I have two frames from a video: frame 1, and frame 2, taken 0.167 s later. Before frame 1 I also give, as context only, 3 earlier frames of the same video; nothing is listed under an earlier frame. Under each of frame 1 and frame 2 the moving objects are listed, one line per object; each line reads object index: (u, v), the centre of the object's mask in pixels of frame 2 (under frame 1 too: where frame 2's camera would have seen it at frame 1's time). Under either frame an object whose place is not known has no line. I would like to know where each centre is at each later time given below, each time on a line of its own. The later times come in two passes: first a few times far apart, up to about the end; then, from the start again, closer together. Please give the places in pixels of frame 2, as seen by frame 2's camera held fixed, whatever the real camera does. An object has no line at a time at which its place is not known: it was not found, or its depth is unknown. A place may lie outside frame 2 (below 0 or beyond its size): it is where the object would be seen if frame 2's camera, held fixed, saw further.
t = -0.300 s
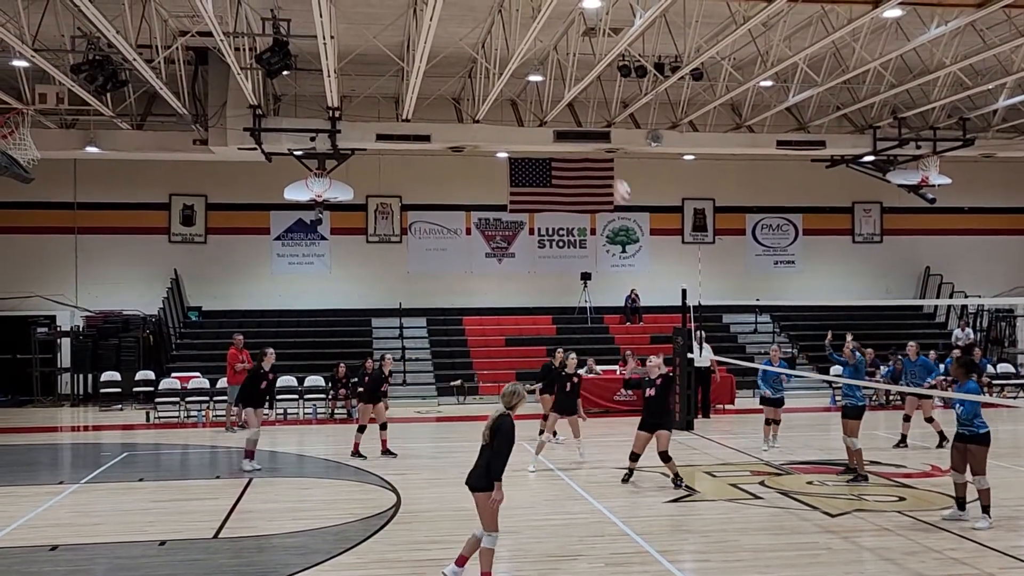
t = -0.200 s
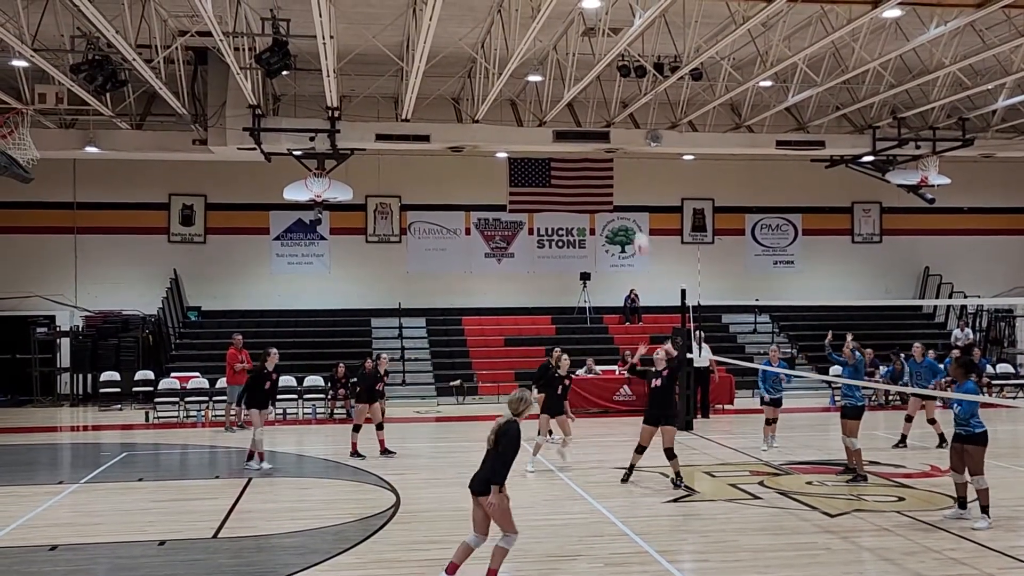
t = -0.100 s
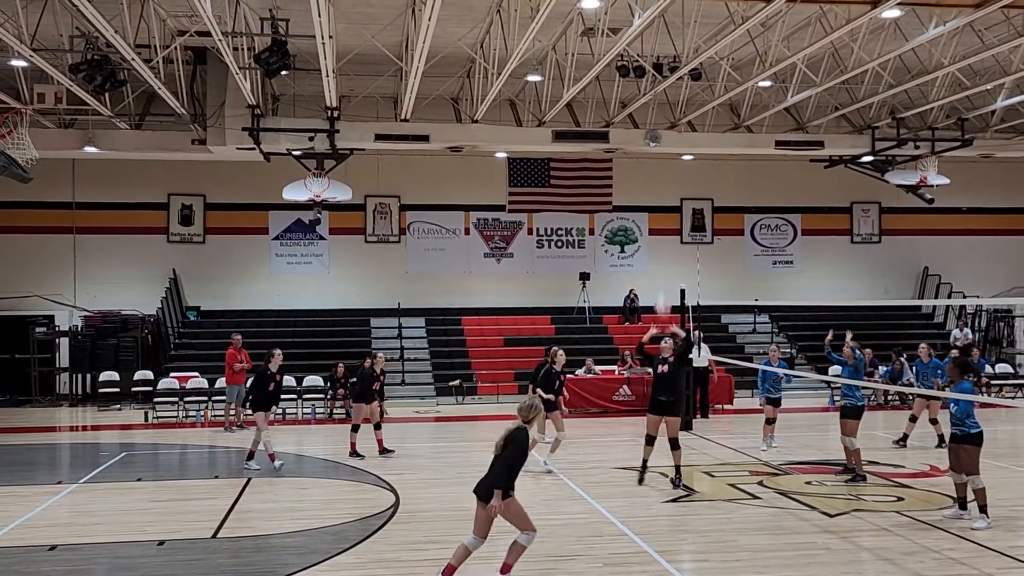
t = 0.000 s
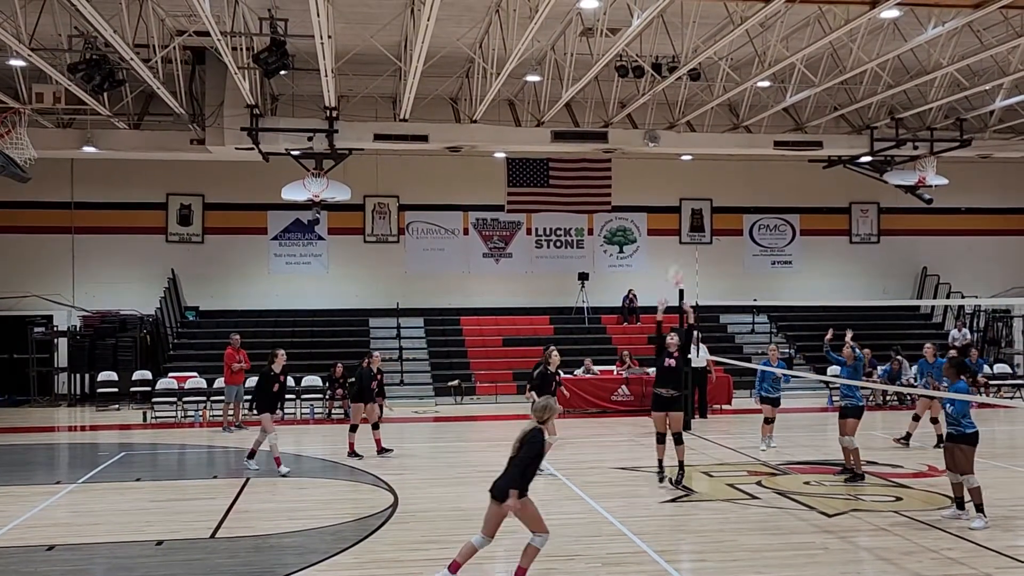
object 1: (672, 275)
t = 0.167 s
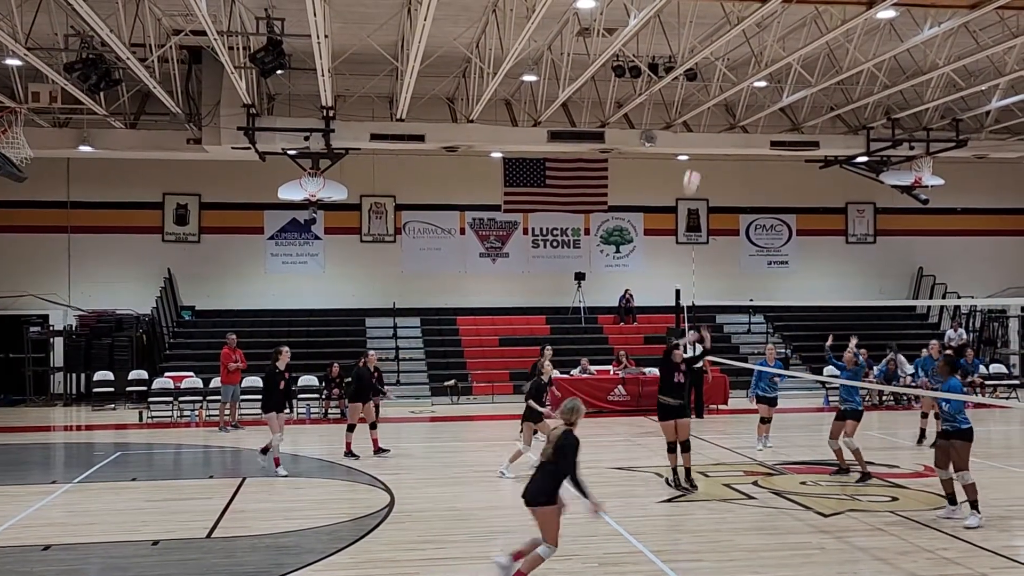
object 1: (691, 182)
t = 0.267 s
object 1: (705, 130)
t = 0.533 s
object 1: (745, 32)
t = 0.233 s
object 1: (700, 148)
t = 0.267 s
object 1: (705, 130)
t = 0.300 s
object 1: (709, 117)
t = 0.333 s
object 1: (714, 102)
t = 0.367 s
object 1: (719, 87)
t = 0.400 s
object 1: (724, 75)
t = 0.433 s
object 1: (729, 62)
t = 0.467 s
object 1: (734, 53)
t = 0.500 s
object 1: (740, 41)
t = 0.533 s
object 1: (745, 32)
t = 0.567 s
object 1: (752, 23)
